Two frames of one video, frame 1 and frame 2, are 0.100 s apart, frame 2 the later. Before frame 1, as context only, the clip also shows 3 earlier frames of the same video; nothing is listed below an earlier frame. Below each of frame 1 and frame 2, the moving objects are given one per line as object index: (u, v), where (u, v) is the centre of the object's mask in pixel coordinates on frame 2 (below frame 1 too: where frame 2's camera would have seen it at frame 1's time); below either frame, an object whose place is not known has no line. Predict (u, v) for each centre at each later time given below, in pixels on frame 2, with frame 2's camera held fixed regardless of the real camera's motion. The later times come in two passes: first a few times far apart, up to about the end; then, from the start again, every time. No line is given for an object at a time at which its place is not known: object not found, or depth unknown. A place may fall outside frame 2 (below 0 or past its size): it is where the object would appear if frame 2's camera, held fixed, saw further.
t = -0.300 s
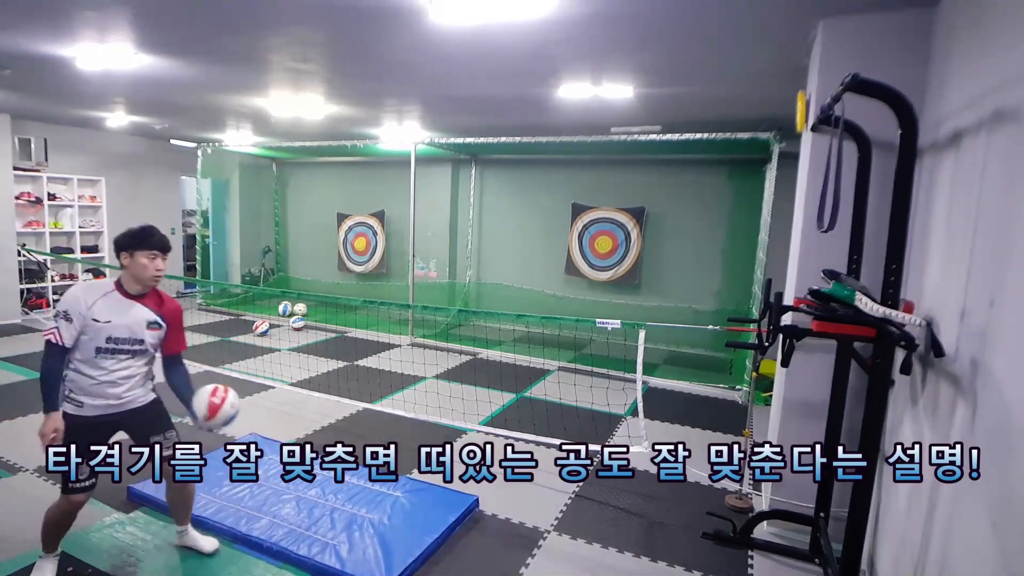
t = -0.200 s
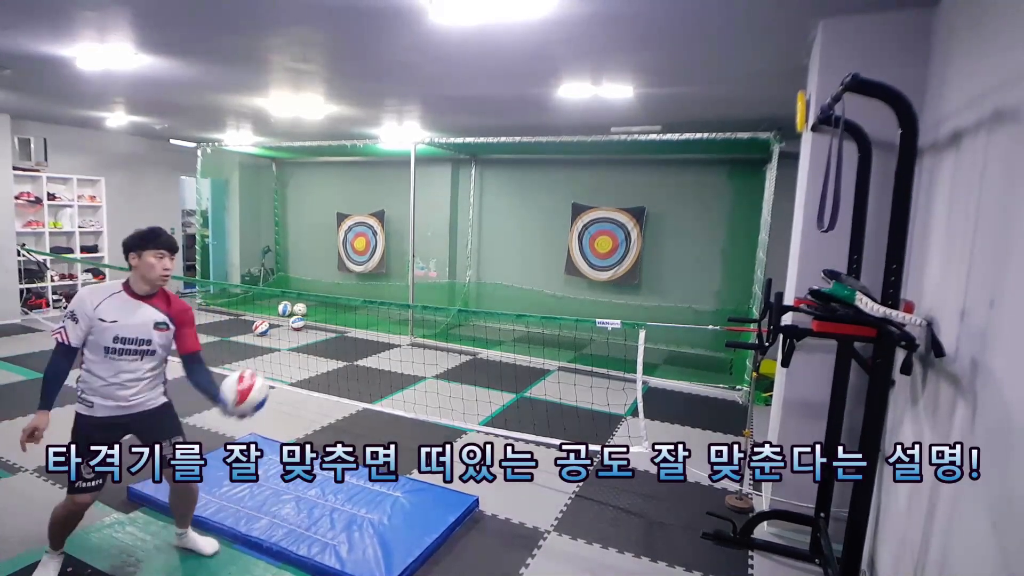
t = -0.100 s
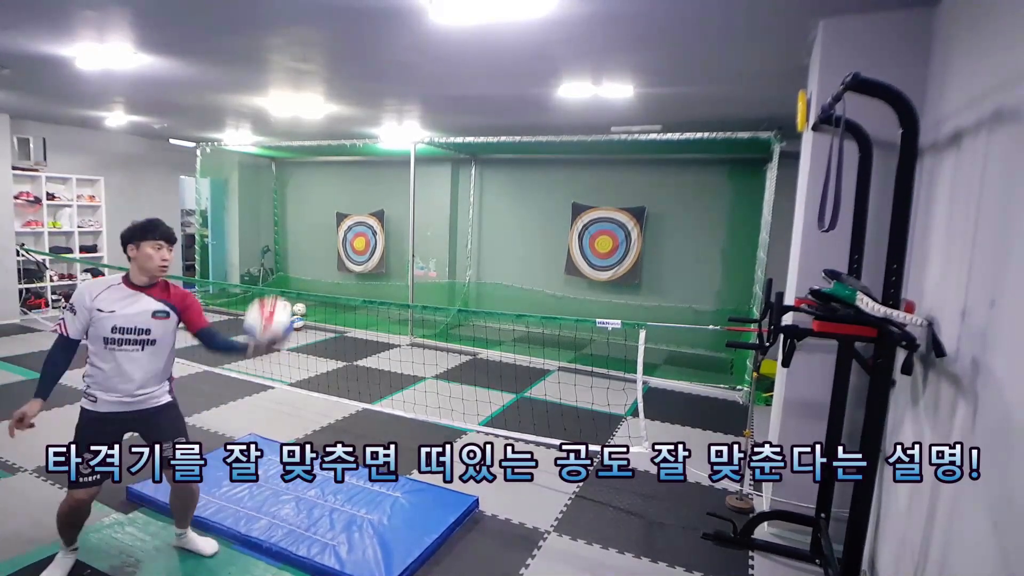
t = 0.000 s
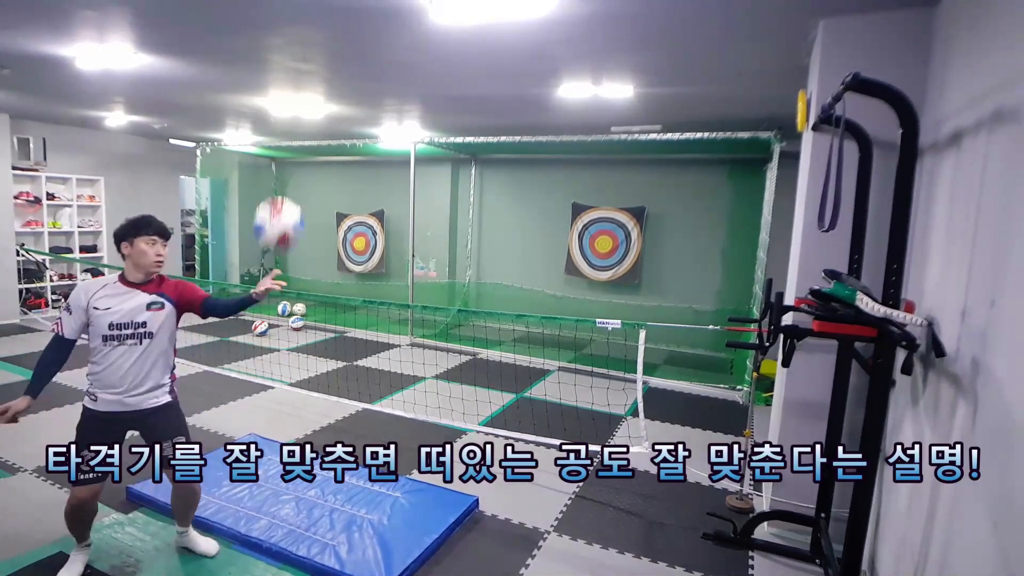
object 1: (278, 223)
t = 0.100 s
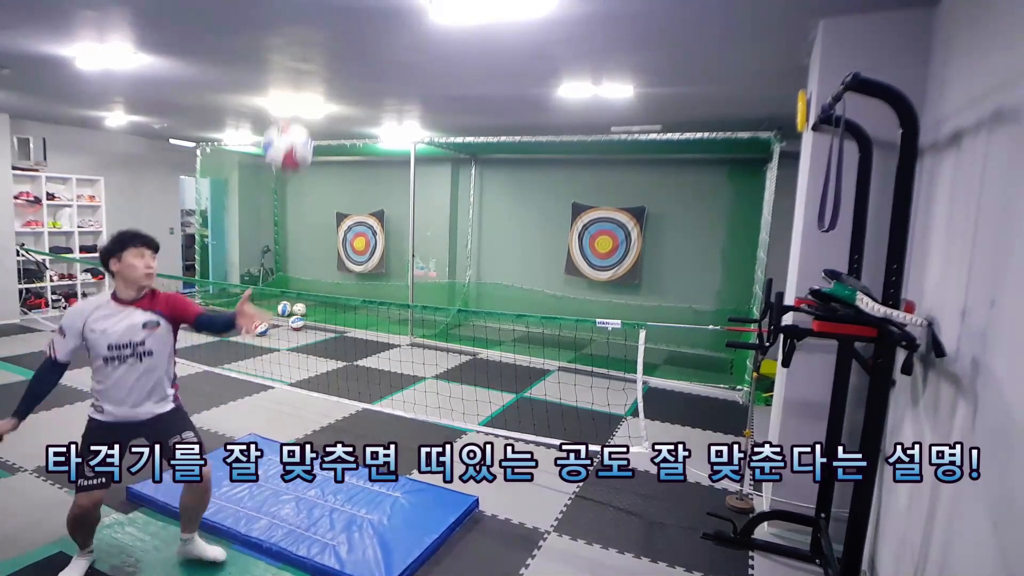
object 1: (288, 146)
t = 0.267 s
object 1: (302, 68)
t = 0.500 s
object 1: (320, 66)
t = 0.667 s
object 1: (330, 138)
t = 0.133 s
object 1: (289, 130)
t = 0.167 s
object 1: (295, 109)
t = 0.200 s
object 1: (296, 91)
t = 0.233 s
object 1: (299, 78)
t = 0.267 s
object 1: (302, 68)
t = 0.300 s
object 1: (304, 61)
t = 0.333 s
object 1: (307, 56)
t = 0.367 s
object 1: (310, 53)
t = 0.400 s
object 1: (312, 53)
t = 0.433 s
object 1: (315, 55)
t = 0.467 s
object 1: (317, 60)
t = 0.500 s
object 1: (320, 66)
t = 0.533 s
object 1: (322, 76)
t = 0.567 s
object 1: (325, 87)
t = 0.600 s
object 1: (328, 101)
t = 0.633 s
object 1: (329, 119)
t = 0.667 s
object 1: (330, 138)
